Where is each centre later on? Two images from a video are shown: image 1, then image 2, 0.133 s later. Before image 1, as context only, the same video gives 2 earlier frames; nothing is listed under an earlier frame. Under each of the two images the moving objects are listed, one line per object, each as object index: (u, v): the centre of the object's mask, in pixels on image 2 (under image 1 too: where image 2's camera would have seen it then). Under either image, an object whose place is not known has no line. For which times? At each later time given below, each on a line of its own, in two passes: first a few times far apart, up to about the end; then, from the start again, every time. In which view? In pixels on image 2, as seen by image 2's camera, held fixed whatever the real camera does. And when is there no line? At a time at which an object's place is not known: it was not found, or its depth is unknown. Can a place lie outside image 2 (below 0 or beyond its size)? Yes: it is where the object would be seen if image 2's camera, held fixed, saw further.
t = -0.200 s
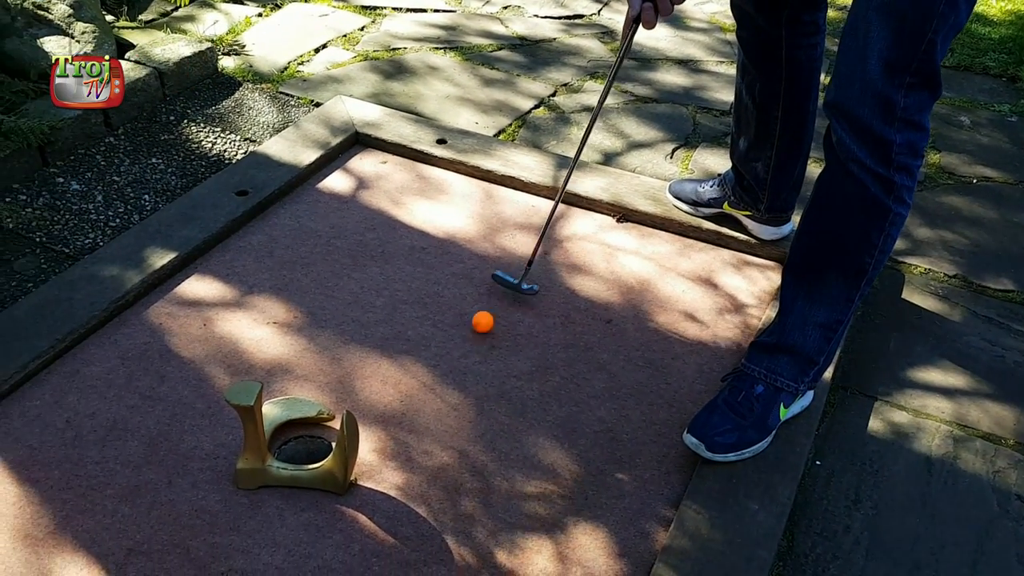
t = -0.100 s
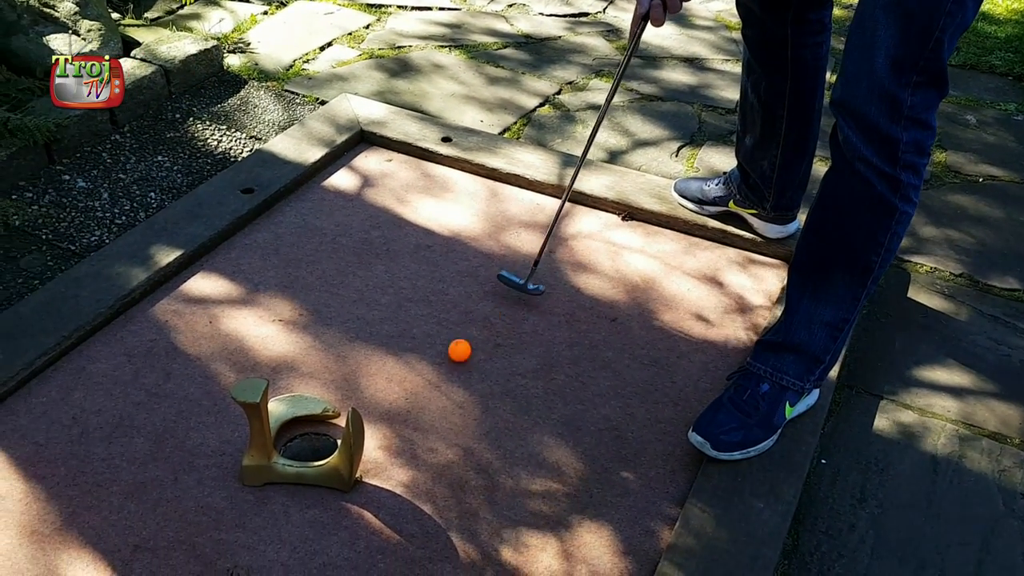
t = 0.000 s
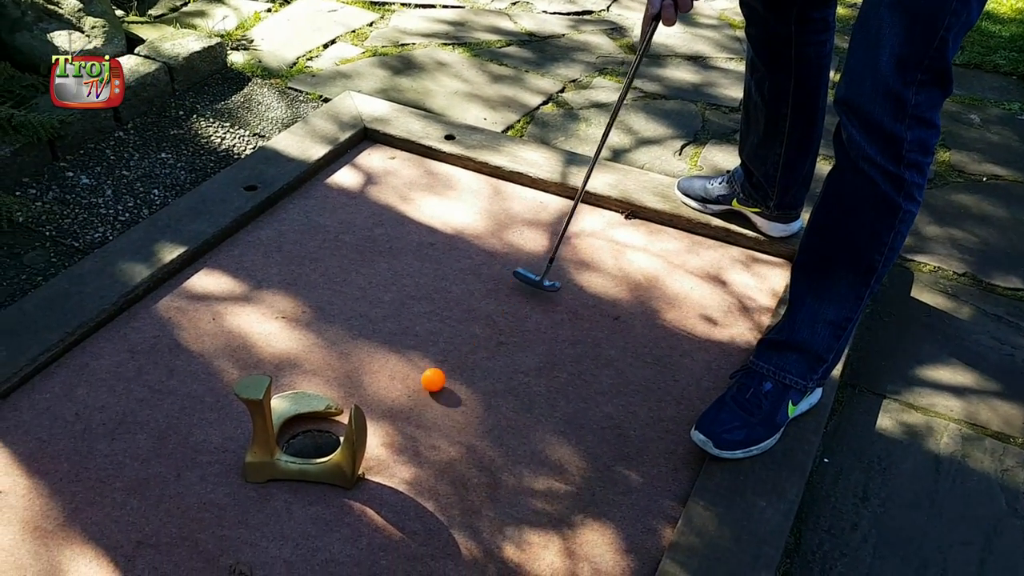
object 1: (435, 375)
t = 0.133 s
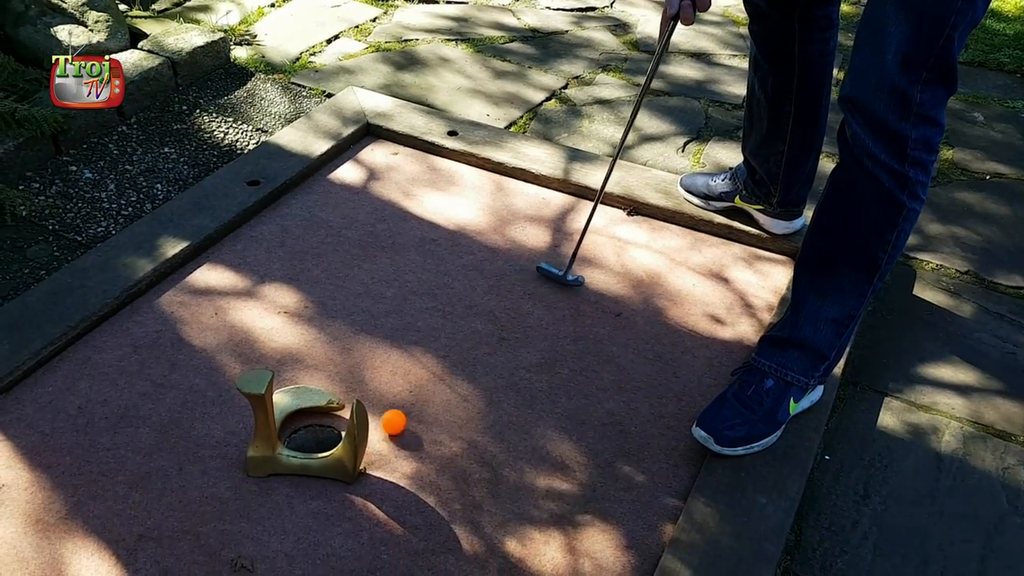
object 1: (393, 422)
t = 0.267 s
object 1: (377, 437)
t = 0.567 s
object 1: (384, 400)
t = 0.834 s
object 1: (394, 371)
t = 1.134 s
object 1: (404, 346)
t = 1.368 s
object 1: (413, 330)
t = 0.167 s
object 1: (383, 434)
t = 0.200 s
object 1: (374, 447)
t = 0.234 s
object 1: (375, 442)
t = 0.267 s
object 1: (377, 437)
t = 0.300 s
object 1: (377, 432)
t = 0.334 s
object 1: (378, 428)
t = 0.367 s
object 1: (379, 424)
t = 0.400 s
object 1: (379, 419)
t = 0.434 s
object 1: (380, 415)
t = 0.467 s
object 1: (380, 411)
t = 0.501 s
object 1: (381, 407)
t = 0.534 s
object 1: (383, 403)
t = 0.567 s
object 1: (384, 400)
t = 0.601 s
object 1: (385, 396)
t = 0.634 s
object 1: (387, 392)
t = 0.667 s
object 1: (387, 388)
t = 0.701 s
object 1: (389, 385)
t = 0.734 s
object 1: (390, 381)
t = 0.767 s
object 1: (391, 378)
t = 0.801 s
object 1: (393, 374)
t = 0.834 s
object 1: (394, 371)
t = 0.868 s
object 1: (395, 368)
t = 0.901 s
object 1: (397, 365)
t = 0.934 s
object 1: (398, 362)
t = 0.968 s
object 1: (399, 358)
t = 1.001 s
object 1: (400, 356)
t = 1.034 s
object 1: (401, 353)
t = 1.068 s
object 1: (402, 351)
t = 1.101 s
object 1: (403, 348)
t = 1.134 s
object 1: (404, 346)
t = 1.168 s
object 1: (405, 344)
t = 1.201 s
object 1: (406, 341)
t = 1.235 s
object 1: (407, 339)
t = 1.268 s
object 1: (409, 336)
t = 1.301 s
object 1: (410, 334)
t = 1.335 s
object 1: (412, 332)
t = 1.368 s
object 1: (413, 330)
